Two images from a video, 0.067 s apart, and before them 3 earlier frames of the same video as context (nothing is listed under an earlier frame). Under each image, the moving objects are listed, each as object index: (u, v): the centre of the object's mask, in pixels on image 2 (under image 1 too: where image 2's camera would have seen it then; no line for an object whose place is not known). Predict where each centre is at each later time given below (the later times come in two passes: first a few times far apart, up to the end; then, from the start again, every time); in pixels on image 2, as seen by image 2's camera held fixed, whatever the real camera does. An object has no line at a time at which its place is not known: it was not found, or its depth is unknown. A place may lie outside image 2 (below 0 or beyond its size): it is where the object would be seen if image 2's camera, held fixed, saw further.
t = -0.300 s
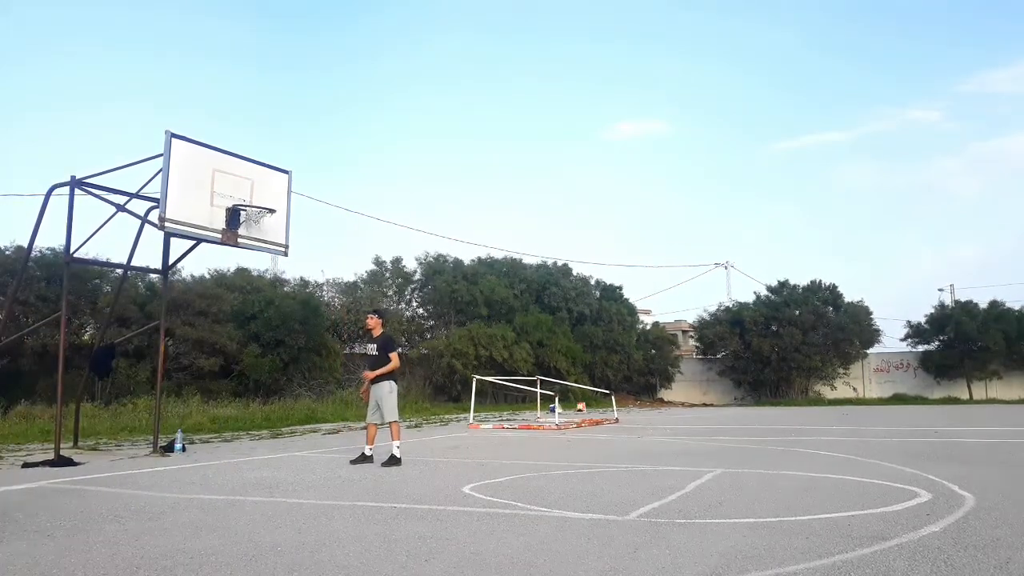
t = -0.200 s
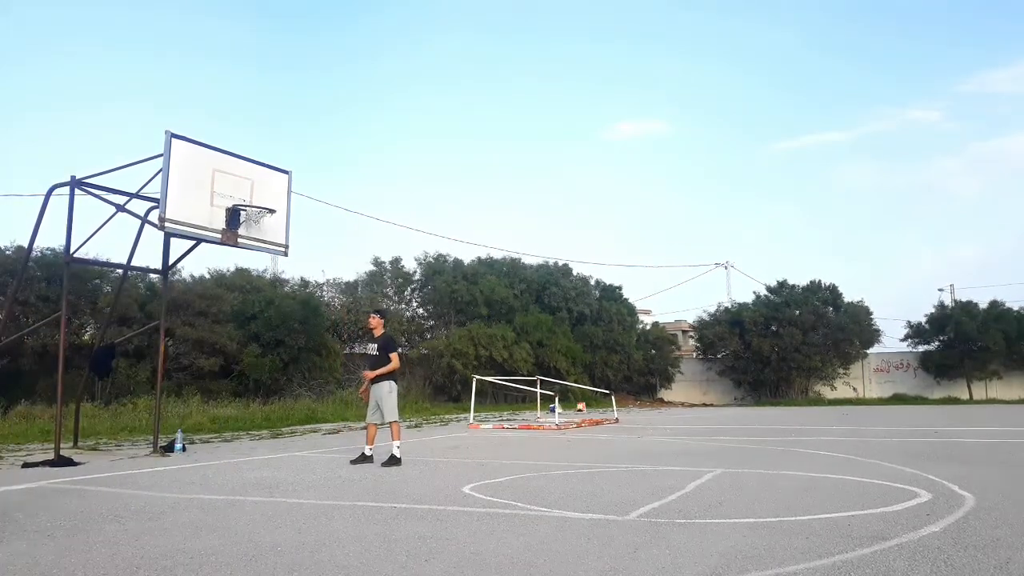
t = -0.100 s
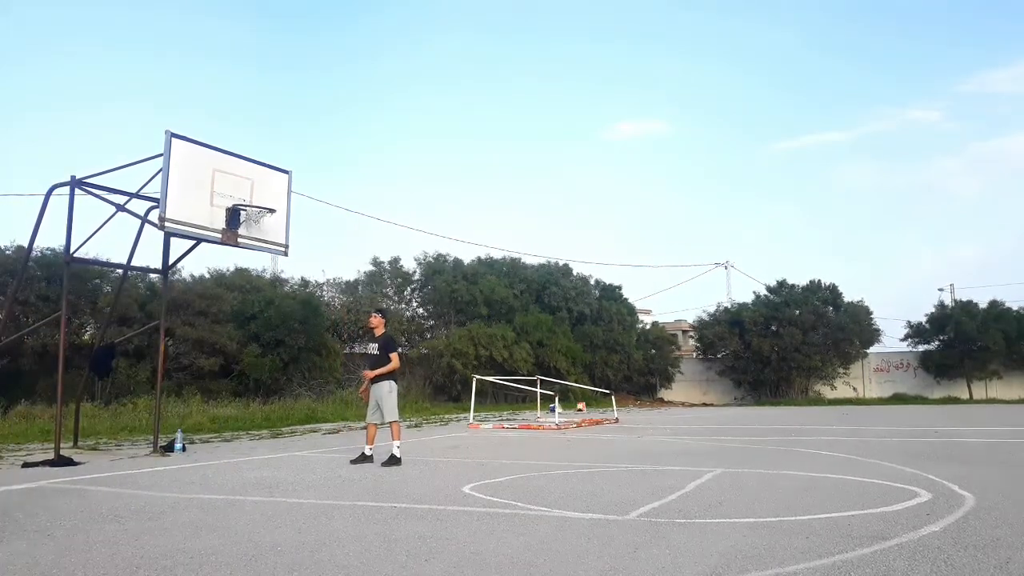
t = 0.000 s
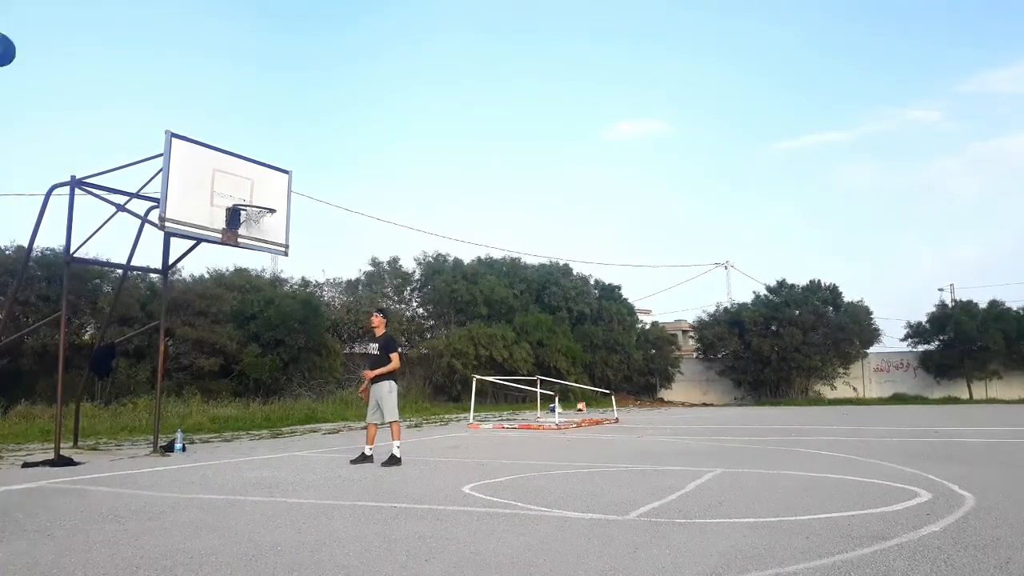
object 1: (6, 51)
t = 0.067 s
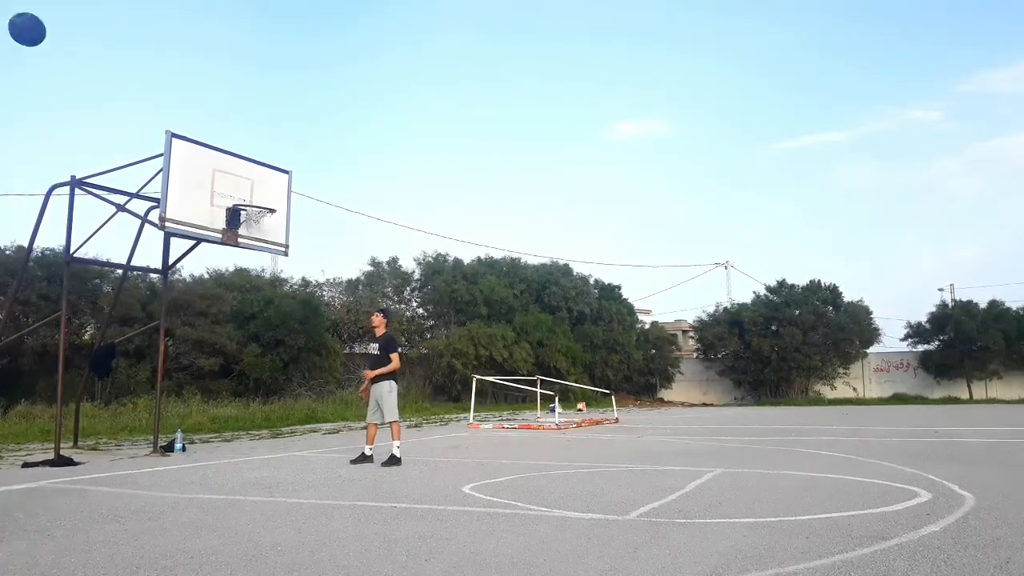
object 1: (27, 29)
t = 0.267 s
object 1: (101, 10)
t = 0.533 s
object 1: (168, 38)
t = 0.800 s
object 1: (214, 119)
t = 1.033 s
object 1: (251, 186)
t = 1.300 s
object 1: (306, 177)
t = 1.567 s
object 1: (353, 225)
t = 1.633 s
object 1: (364, 245)
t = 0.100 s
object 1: (41, 22)
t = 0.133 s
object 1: (54, 16)
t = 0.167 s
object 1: (67, 13)
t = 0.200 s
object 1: (79, 11)
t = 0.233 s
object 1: (90, 10)
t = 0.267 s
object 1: (101, 10)
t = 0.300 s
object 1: (111, 10)
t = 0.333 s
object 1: (120, 11)
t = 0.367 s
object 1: (129, 12)
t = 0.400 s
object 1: (137, 15)
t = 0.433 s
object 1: (145, 20)
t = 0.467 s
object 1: (153, 25)
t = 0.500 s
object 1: (160, 31)
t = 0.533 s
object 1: (168, 38)
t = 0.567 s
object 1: (174, 46)
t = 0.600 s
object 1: (181, 54)
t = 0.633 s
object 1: (187, 63)
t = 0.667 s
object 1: (193, 73)
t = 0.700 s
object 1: (198, 84)
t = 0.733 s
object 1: (204, 95)
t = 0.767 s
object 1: (209, 107)
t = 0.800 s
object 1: (214, 119)
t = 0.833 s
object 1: (219, 132)
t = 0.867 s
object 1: (224, 146)
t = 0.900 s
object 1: (228, 161)
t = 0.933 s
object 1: (233, 176)
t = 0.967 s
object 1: (237, 191)
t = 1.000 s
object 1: (243, 192)
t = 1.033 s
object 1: (251, 186)
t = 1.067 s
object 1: (258, 182)
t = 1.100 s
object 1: (265, 178)
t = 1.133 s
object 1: (272, 176)
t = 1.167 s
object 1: (279, 174)
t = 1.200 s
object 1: (286, 173)
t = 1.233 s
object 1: (293, 173)
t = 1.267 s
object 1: (299, 174)
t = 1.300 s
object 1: (306, 177)
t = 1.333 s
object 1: (312, 180)
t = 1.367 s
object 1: (318, 184)
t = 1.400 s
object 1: (324, 188)
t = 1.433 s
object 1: (330, 194)
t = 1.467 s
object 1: (336, 201)
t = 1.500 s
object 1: (342, 208)
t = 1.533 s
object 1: (348, 216)
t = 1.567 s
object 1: (353, 225)
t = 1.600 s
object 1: (359, 235)
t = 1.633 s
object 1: (364, 245)
